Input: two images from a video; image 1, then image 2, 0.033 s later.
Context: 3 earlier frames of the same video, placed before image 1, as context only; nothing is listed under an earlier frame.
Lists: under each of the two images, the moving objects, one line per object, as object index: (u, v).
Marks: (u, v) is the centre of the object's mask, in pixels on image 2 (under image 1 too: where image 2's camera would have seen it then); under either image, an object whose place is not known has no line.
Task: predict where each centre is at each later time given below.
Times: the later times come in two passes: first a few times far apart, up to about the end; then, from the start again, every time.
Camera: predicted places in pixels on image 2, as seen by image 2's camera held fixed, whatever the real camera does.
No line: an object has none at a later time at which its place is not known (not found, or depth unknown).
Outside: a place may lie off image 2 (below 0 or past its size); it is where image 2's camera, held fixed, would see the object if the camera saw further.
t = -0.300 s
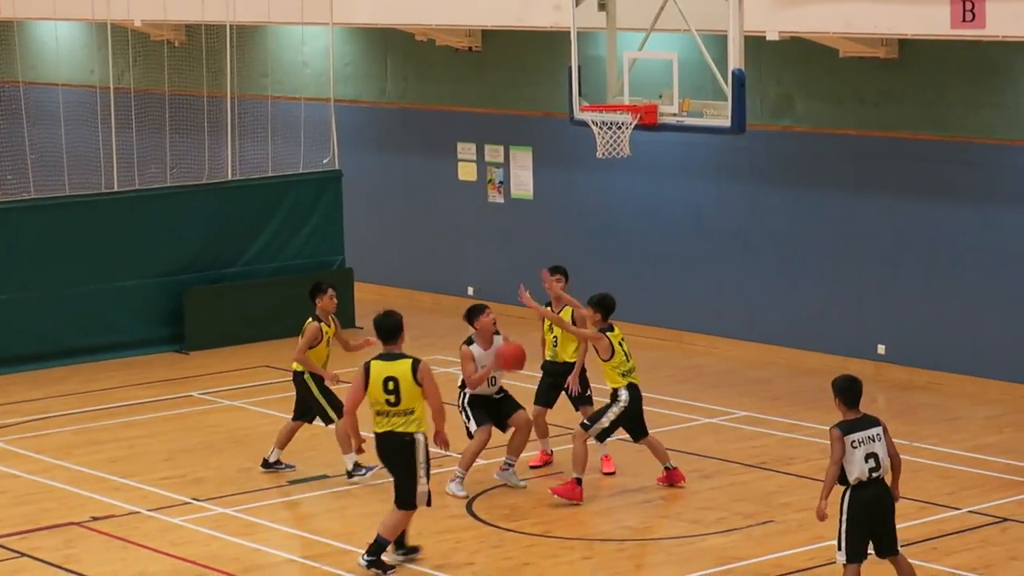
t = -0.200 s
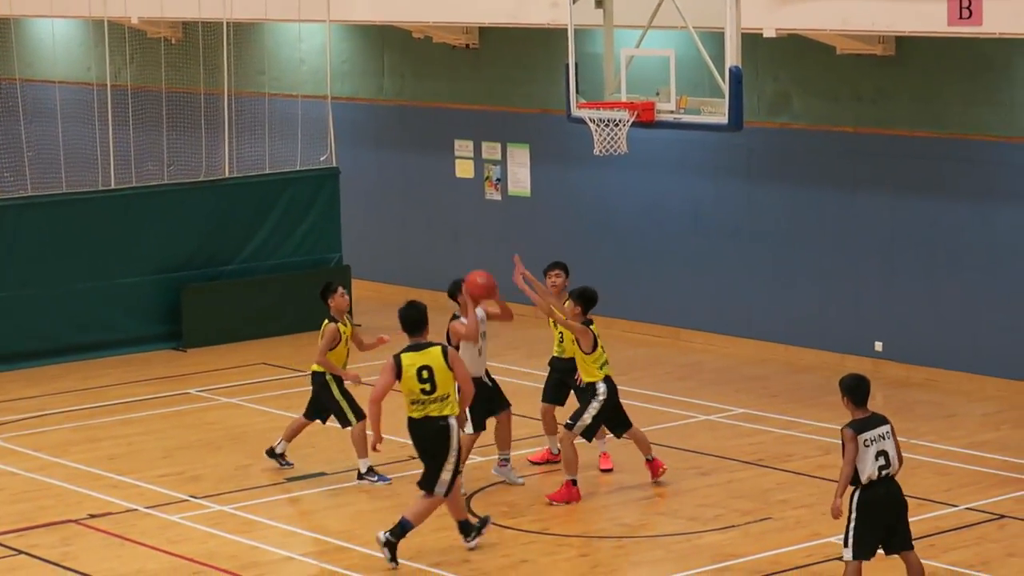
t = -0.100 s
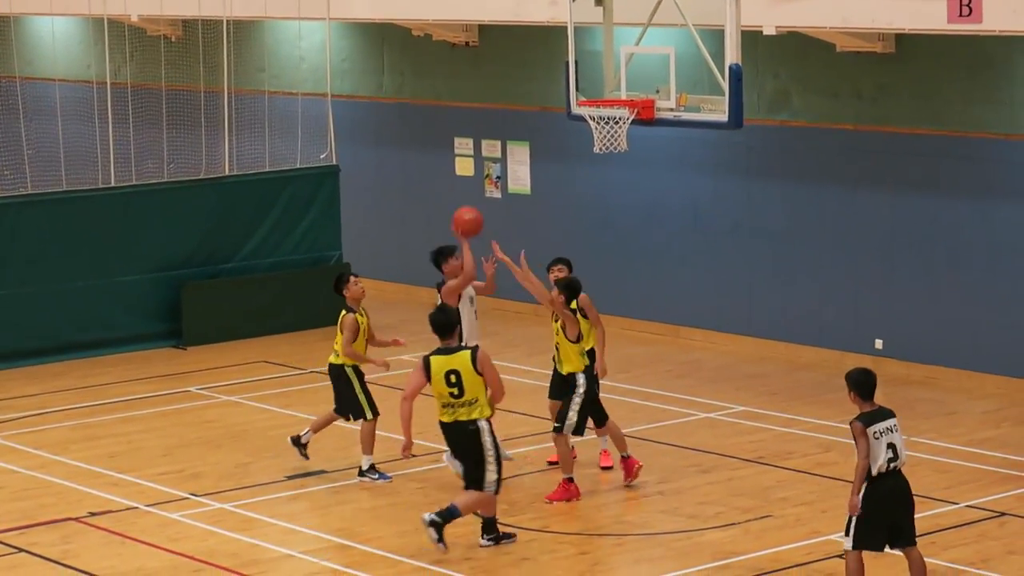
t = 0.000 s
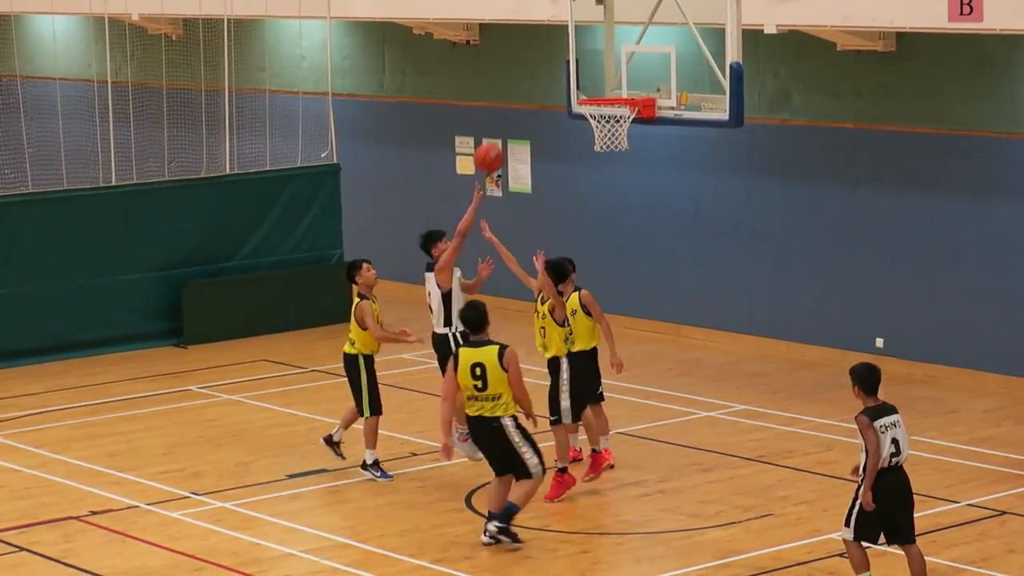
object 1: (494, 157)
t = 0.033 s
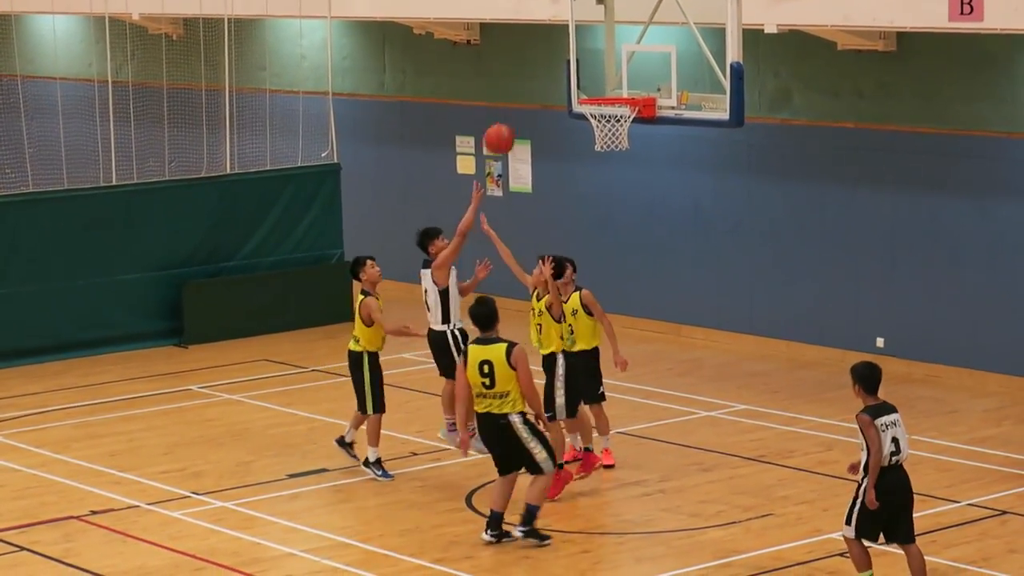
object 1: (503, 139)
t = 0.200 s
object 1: (549, 68)
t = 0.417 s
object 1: (617, 29)
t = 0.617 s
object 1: (610, 64)
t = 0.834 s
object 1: (614, 87)
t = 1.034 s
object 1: (613, 77)
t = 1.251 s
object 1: (608, 96)
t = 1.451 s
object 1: (611, 115)
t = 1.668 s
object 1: (619, 156)
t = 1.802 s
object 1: (616, 200)
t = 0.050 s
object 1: (509, 130)
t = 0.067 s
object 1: (514, 122)
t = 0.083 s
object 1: (518, 114)
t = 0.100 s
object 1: (519, 106)
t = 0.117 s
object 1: (528, 99)
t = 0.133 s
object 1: (532, 92)
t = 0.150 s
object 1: (538, 86)
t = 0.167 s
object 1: (542, 80)
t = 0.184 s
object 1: (545, 74)
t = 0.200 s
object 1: (549, 68)
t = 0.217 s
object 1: (557, 63)
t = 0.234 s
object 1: (562, 58)
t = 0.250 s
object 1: (568, 54)
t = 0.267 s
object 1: (573, 50)
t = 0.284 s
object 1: (577, 46)
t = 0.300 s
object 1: (582, 43)
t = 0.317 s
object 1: (587, 40)
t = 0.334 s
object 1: (592, 37)
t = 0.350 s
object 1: (598, 35)
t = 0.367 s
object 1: (600, 33)
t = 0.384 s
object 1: (604, 31)
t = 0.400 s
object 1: (610, 30)
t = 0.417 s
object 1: (617, 29)
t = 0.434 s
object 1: (614, 30)
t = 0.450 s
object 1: (613, 31)
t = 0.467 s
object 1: (612, 33)
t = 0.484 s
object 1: (614, 35)
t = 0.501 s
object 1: (610, 37)
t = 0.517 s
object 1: (609, 40)
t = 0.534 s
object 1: (612, 43)
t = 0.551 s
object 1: (613, 46)
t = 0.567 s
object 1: (613, 50)
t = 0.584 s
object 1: (612, 54)
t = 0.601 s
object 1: (611, 59)
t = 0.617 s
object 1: (610, 64)
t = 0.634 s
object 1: (606, 69)
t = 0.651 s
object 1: (604, 75)
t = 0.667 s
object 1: (607, 81)
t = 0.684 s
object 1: (607, 87)
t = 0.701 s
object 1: (607, 90)
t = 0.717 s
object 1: (608, 88)
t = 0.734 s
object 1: (605, 87)
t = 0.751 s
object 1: (611, 87)
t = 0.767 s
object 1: (608, 87)
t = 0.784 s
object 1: (610, 86)
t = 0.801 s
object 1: (611, 87)
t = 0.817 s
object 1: (612, 87)
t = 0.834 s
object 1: (614, 87)
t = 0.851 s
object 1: (615, 88)
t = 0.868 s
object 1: (615, 86)
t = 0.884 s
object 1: (614, 84)
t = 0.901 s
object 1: (614, 82)
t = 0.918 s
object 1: (613, 80)
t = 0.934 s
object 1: (613, 79)
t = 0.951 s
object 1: (612, 78)
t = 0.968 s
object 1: (612, 77)
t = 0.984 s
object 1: (611, 76)
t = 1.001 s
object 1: (611, 76)
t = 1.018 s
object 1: (613, 77)
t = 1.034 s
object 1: (613, 77)
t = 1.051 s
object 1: (613, 78)
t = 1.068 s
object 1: (610, 79)
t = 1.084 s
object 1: (610, 81)
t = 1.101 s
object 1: (612, 83)
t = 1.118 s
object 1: (612, 85)
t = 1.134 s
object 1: (609, 87)
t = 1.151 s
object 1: (611, 88)
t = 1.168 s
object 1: (611, 89)
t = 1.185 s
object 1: (612, 89)
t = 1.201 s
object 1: (612, 89)
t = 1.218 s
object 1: (608, 91)
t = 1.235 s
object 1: (608, 93)
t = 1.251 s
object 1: (608, 96)
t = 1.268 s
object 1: (609, 98)
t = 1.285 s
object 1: (610, 100)
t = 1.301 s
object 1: (611, 105)
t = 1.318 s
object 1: (610, 107)
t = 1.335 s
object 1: (614, 114)
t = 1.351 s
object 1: (614, 114)
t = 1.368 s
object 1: (614, 113)
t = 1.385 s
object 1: (612, 114)
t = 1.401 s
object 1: (611, 117)
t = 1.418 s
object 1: (611, 114)
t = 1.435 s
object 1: (611, 114)
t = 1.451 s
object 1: (611, 115)
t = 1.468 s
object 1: (611, 115)
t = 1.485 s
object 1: (616, 115)
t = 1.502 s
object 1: (613, 117)
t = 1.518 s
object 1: (612, 119)
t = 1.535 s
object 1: (612, 120)
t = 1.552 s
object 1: (611, 121)
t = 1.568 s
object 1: (619, 131)
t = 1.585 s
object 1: (616, 134)
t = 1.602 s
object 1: (618, 136)
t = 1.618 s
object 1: (616, 138)
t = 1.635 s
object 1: (617, 152)
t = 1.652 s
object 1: (616, 152)
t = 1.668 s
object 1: (619, 156)
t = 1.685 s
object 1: (620, 159)
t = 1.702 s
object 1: (616, 162)
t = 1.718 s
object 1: (619, 168)
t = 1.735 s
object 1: (620, 173)
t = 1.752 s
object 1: (620, 179)
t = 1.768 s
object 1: (620, 186)
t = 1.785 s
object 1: (620, 193)
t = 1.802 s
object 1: (616, 200)
